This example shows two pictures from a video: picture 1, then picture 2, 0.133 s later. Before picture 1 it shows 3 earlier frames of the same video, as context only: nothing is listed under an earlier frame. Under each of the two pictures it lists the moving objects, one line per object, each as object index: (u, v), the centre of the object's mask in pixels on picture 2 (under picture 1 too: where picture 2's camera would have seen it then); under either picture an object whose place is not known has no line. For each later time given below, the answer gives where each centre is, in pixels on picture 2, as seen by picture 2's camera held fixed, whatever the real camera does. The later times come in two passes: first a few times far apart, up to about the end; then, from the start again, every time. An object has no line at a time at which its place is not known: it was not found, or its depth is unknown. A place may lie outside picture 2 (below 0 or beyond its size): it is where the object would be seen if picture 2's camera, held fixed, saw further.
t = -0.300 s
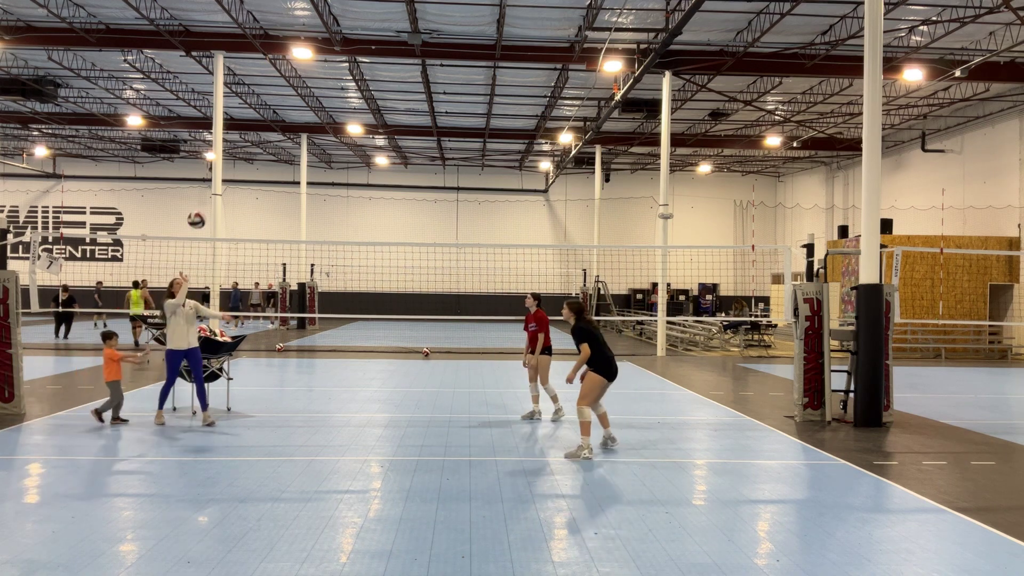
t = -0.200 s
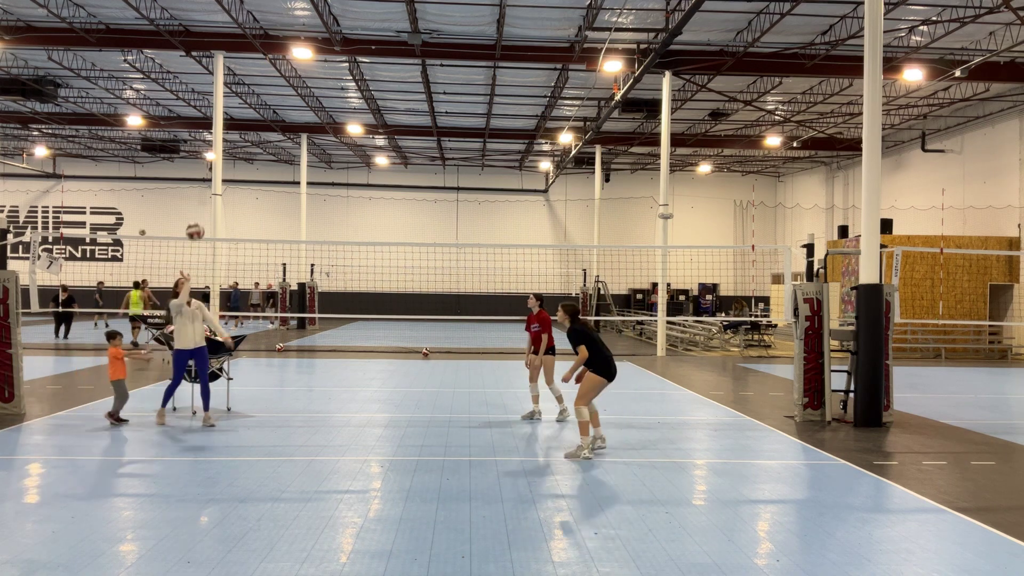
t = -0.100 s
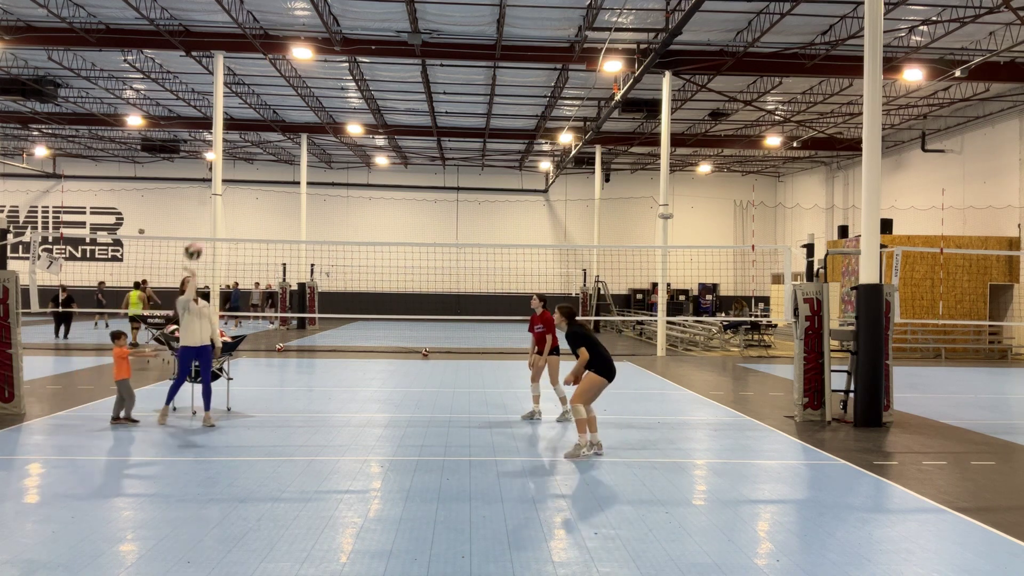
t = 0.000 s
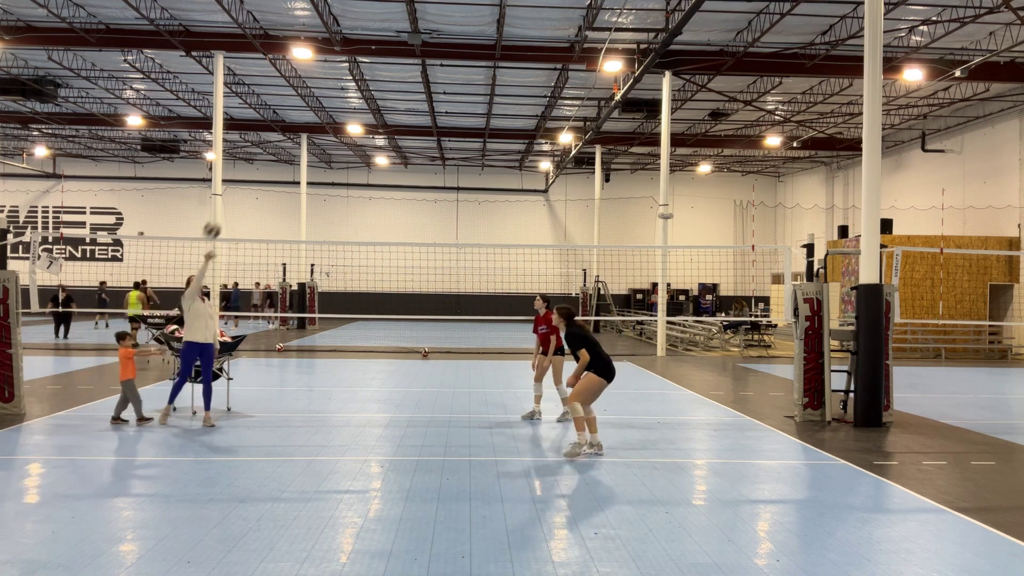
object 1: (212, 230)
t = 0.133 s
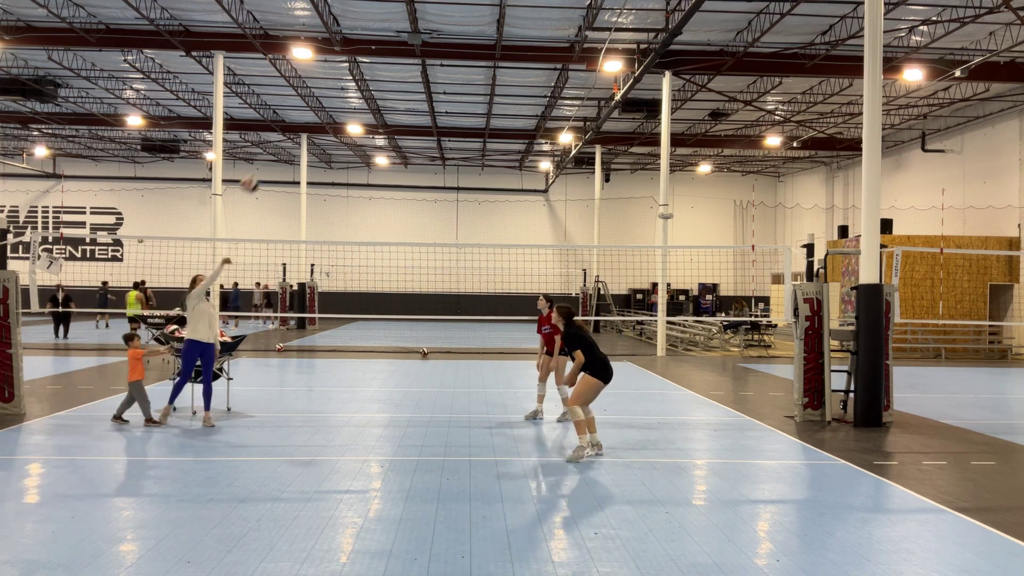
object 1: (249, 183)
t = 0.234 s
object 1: (279, 159)
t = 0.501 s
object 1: (353, 138)
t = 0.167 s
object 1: (259, 173)
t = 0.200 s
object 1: (269, 167)
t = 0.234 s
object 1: (279, 159)
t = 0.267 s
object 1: (288, 154)
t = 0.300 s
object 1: (297, 148)
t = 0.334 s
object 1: (307, 144)
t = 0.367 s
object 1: (315, 140)
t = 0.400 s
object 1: (324, 138)
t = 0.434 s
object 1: (335, 136)
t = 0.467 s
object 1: (342, 135)
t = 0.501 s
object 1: (353, 138)
